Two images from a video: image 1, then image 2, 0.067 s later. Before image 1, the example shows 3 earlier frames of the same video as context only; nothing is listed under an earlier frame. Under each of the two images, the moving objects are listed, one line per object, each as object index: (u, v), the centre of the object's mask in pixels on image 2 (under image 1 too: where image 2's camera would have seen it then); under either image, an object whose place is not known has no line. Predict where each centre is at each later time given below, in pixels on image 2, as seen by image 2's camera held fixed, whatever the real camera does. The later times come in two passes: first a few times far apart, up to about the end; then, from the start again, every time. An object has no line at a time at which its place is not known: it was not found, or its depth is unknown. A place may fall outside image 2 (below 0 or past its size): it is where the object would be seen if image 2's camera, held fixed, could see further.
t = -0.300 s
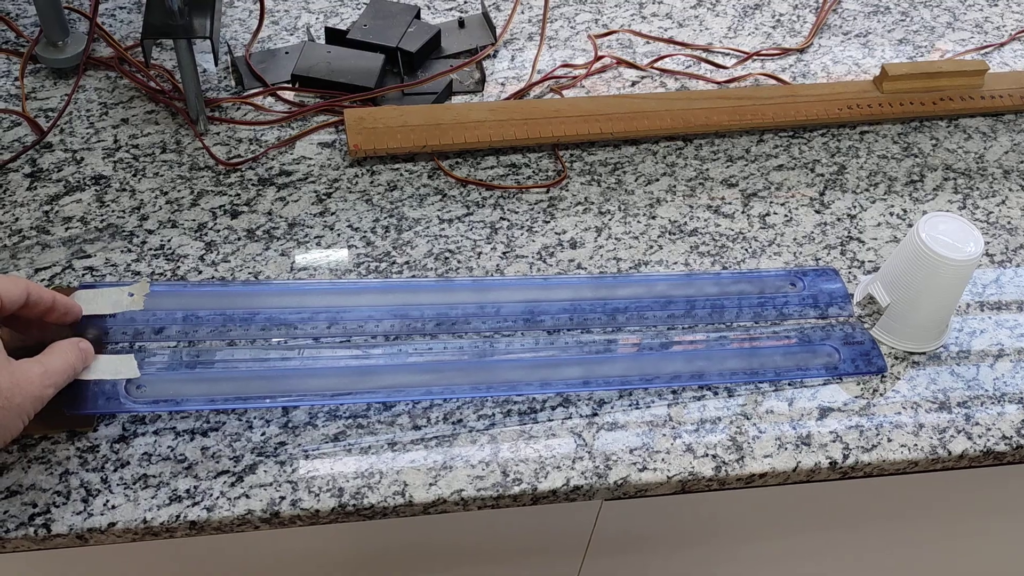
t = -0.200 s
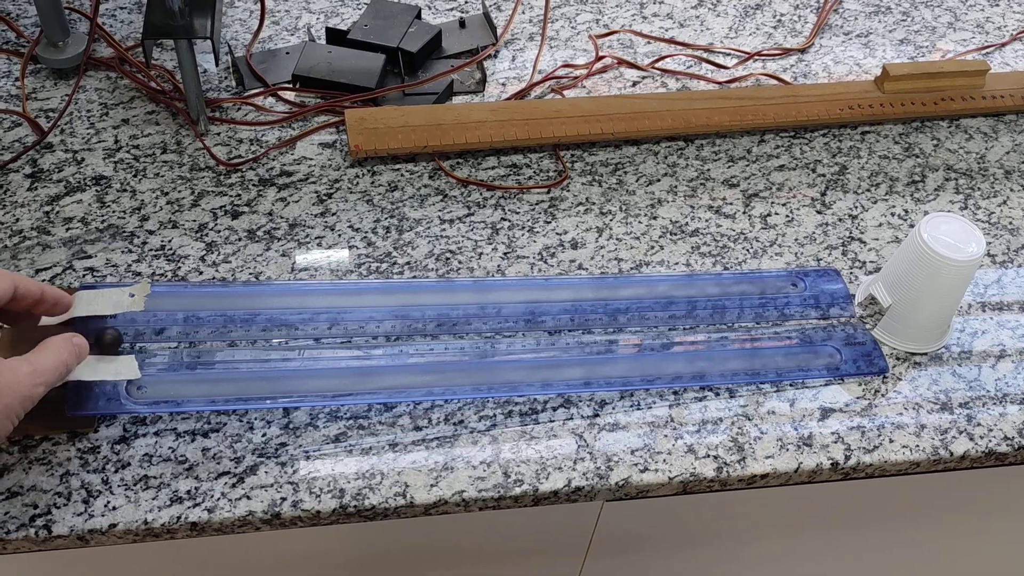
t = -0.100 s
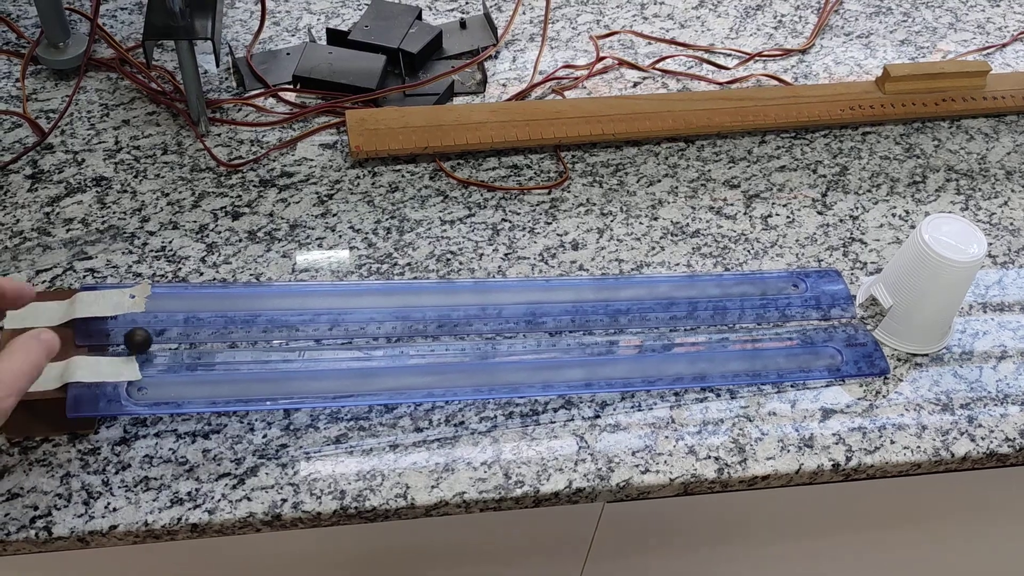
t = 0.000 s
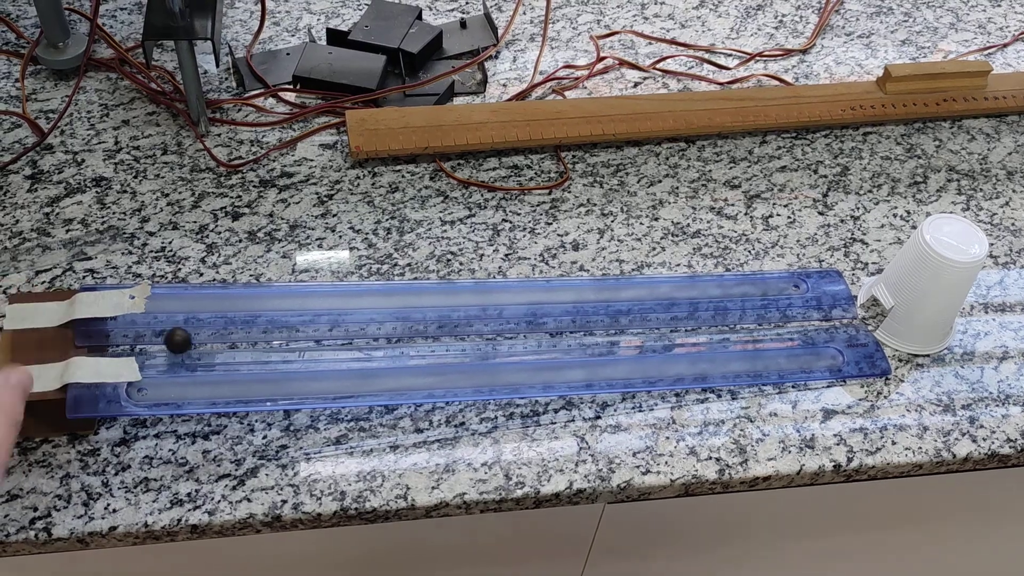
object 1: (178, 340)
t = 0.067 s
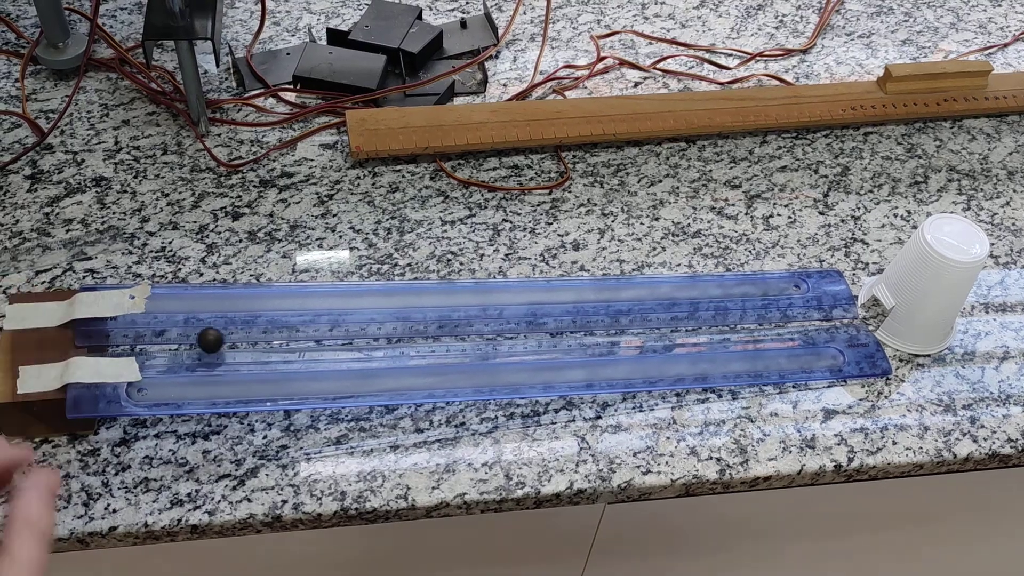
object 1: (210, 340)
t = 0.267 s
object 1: (331, 338)
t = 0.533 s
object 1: (531, 330)
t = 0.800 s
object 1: (752, 318)
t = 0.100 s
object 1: (228, 340)
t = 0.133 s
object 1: (247, 340)
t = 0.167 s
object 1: (266, 339)
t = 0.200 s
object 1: (288, 339)
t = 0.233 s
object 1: (310, 338)
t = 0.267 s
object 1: (331, 338)
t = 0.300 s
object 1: (355, 337)
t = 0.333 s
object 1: (378, 336)
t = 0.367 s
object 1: (403, 335)
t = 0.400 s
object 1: (428, 334)
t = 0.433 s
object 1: (453, 333)
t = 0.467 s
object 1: (479, 332)
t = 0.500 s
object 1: (505, 331)
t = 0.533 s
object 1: (531, 330)
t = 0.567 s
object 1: (558, 329)
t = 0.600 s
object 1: (586, 327)
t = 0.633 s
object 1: (613, 326)
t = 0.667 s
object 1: (640, 324)
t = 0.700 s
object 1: (669, 322)
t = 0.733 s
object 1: (697, 321)
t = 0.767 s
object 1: (725, 320)
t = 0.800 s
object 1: (752, 318)
